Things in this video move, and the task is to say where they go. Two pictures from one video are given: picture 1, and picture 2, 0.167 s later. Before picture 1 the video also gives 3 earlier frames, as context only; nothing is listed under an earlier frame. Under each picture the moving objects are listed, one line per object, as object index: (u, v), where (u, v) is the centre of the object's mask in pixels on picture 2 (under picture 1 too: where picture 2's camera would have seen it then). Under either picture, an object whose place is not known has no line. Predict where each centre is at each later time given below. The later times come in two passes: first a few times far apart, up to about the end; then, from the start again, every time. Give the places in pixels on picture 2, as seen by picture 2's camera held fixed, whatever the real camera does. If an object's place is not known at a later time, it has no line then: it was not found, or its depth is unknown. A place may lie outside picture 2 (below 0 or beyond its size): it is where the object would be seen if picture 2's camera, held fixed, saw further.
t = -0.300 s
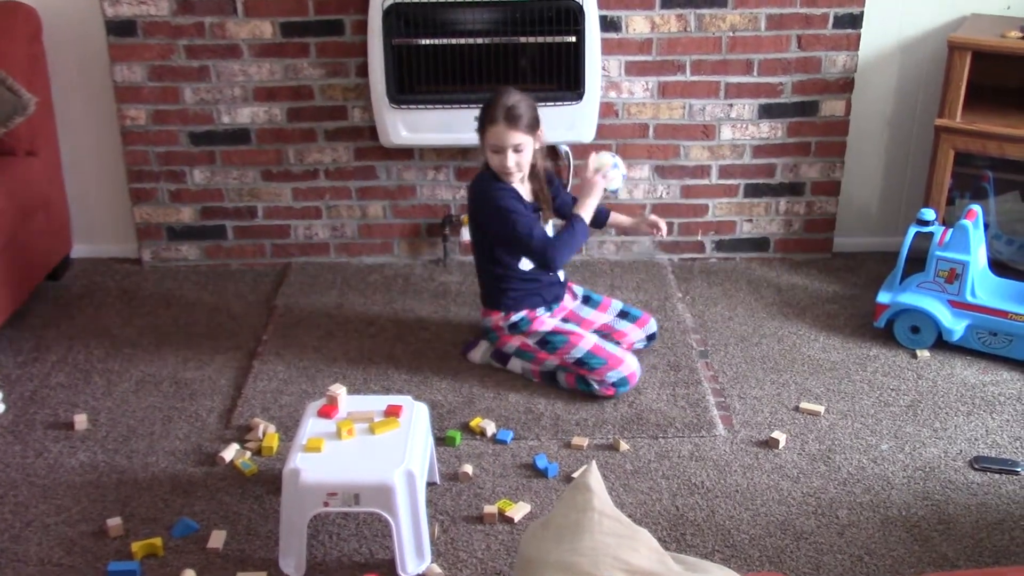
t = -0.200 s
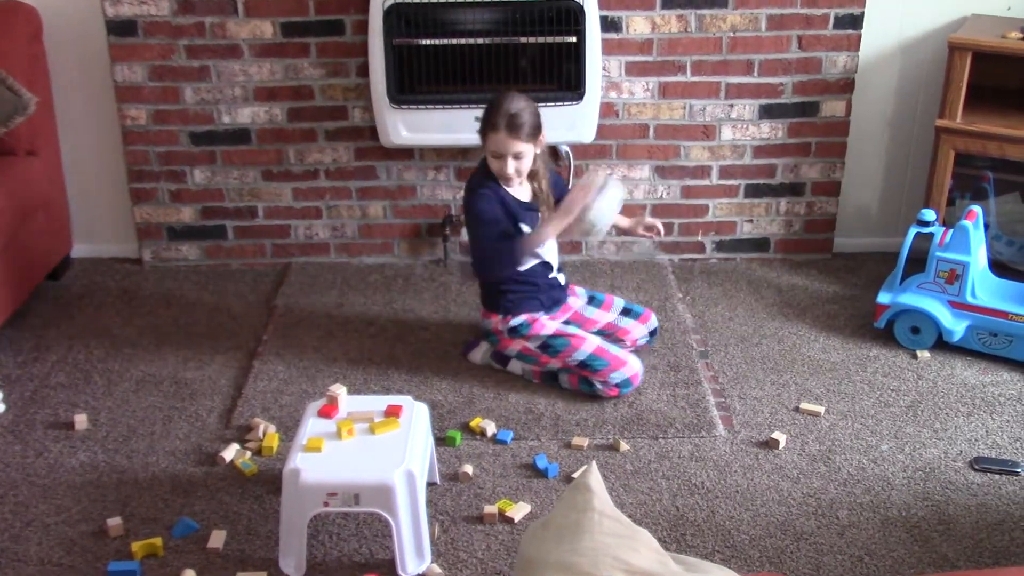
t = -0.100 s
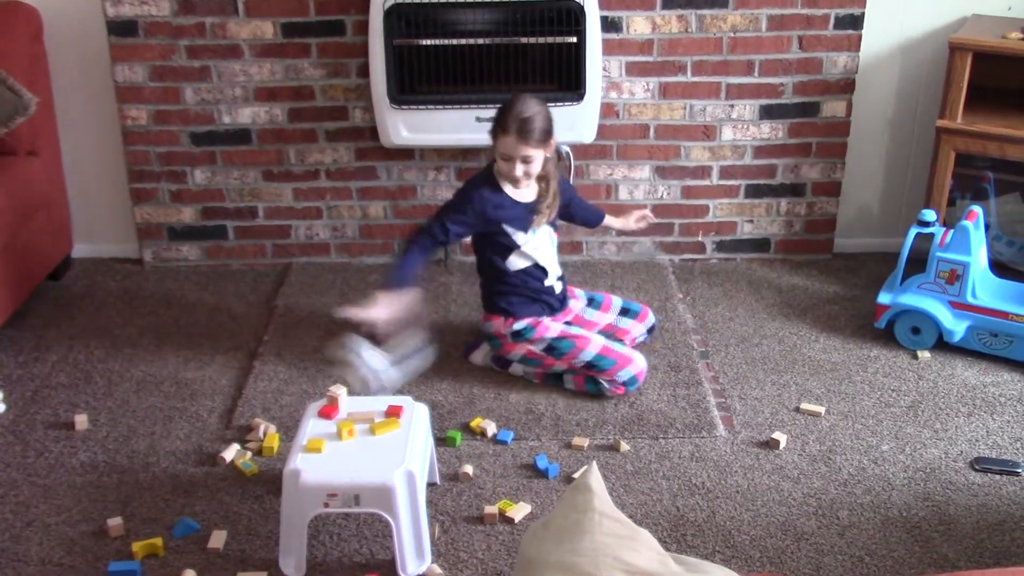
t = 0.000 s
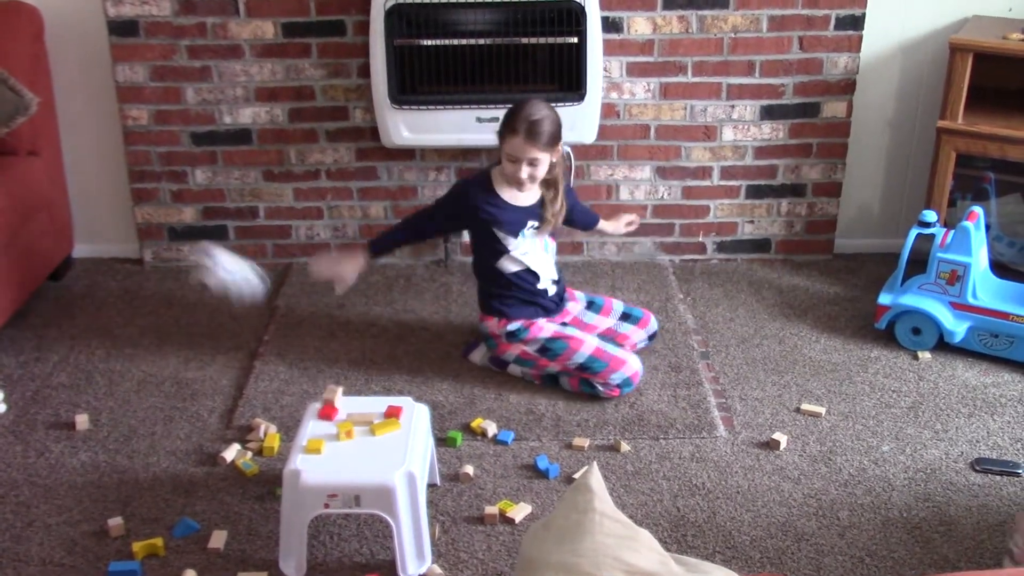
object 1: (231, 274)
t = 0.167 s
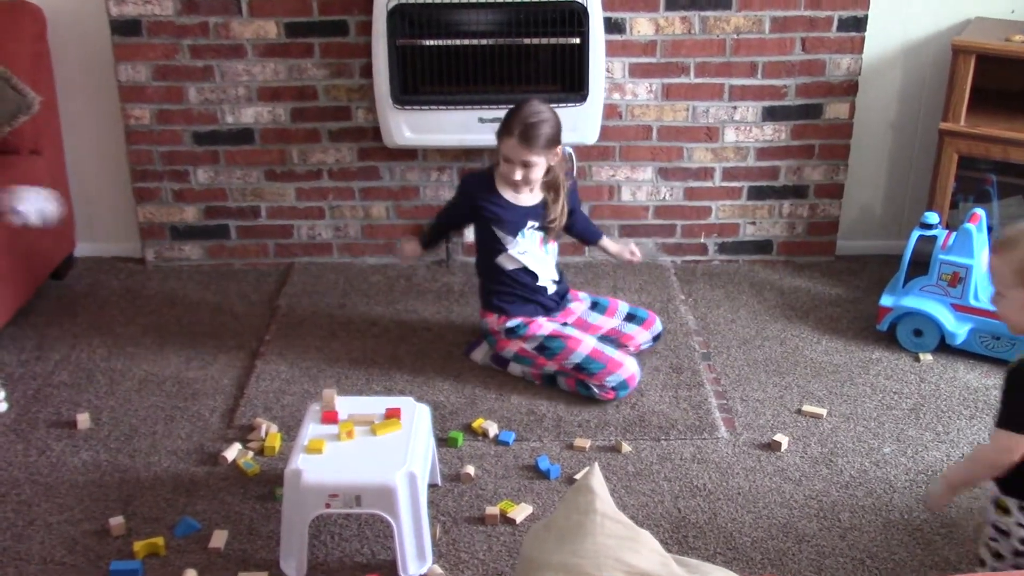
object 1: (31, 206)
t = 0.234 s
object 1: (26, 183)
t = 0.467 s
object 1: (217, 133)
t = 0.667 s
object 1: (337, 226)
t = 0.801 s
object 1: (382, 254)
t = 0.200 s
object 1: (14, 202)
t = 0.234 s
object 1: (26, 183)
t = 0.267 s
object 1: (54, 164)
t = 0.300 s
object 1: (84, 148)
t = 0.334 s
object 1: (111, 138)
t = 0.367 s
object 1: (139, 131)
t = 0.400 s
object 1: (166, 129)
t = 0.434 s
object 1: (191, 129)
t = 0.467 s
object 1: (217, 133)
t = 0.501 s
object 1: (243, 139)
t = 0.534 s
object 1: (265, 148)
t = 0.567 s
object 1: (282, 162)
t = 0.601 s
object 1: (299, 179)
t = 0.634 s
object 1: (320, 202)
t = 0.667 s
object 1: (337, 226)
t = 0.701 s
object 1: (354, 253)
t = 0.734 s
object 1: (368, 275)
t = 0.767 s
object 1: (375, 263)
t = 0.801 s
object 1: (382, 254)
